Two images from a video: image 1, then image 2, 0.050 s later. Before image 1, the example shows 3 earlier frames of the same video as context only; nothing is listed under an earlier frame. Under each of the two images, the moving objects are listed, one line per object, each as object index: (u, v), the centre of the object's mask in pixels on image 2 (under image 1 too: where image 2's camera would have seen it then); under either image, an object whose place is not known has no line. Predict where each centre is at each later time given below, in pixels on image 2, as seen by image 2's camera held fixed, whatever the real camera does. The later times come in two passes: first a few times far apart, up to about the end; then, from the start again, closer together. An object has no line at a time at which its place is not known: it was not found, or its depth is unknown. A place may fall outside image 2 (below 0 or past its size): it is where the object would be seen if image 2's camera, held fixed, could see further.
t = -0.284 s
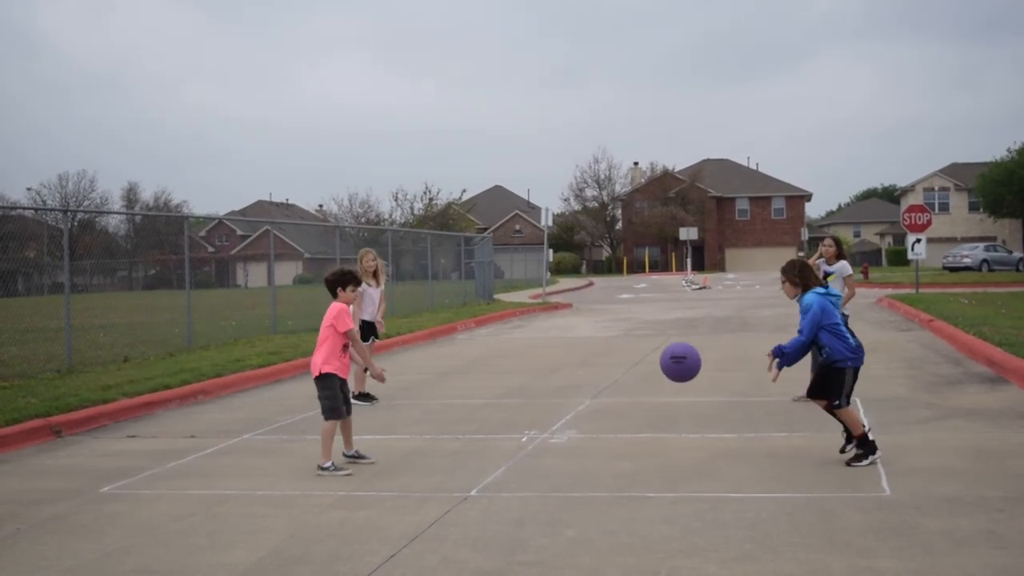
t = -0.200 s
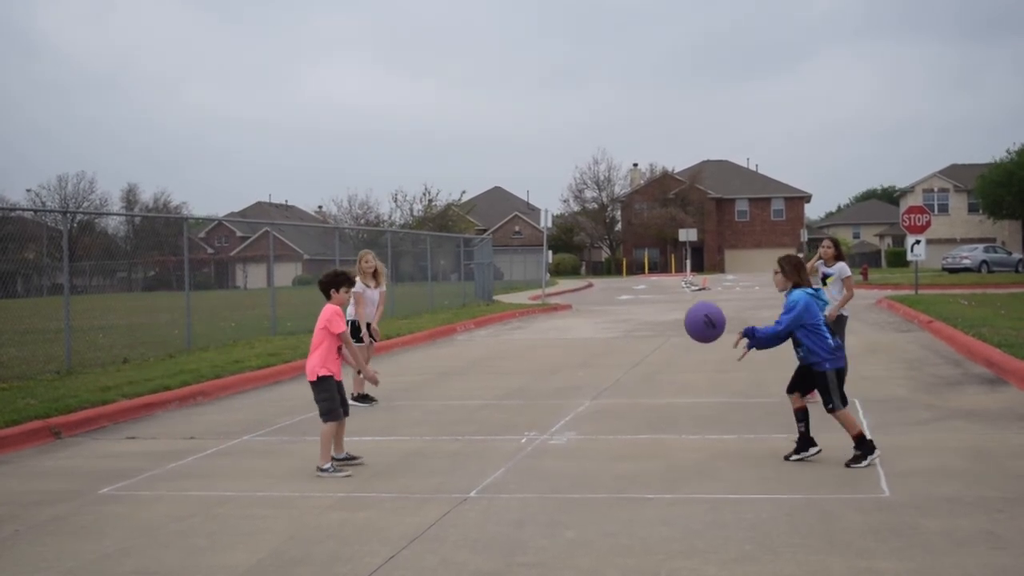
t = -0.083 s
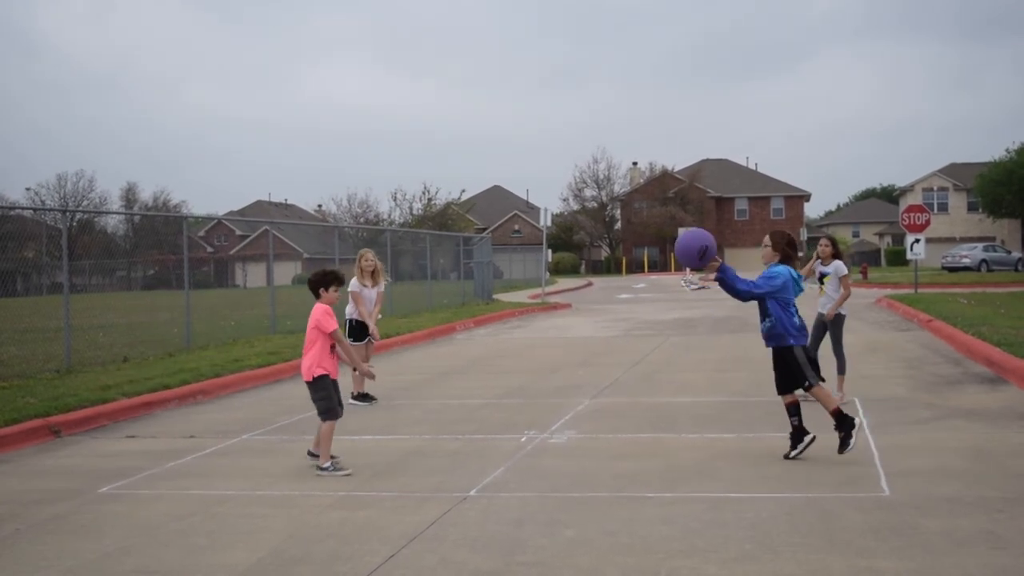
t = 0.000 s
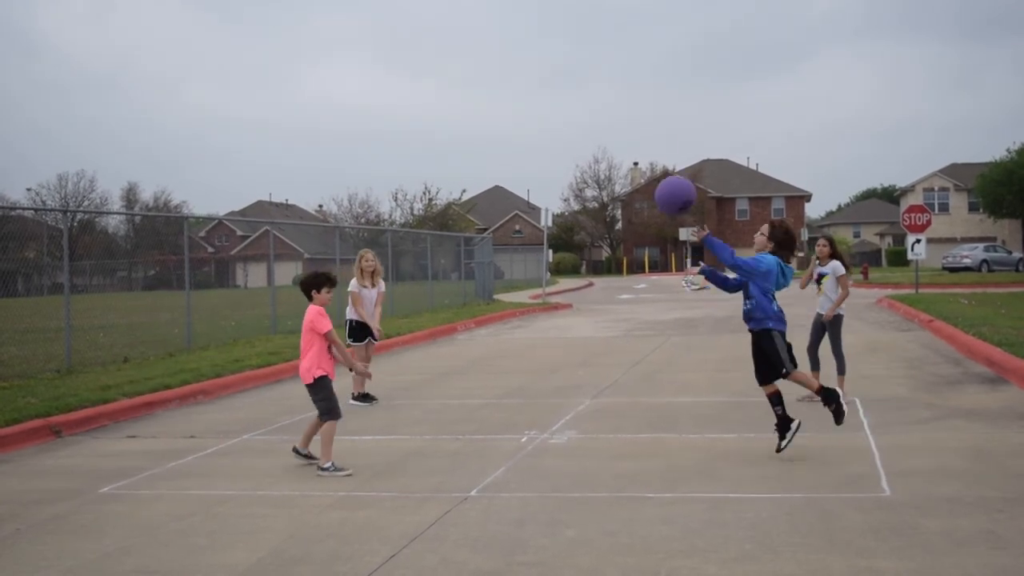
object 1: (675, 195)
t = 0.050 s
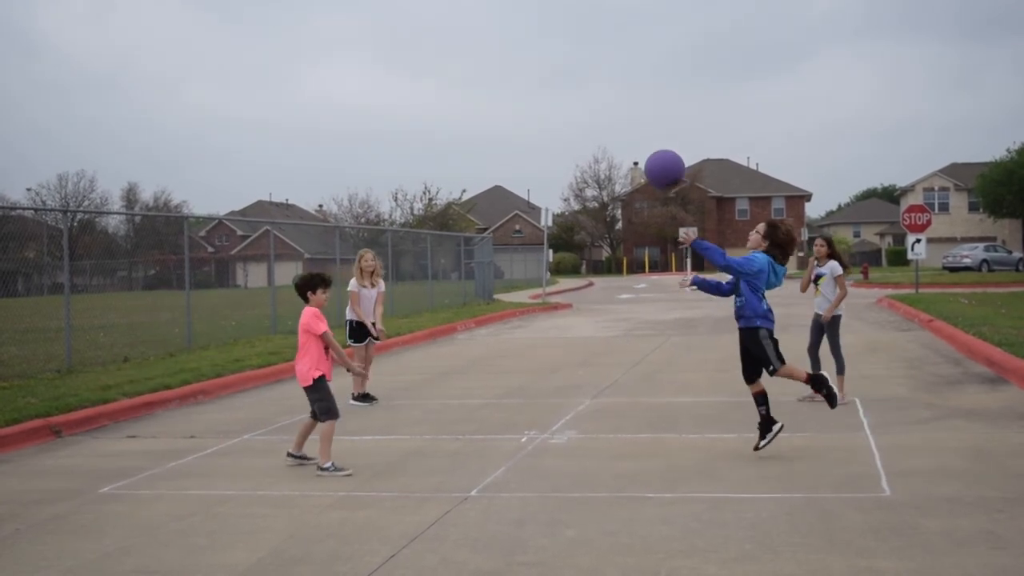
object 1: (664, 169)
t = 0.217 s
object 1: (632, 111)
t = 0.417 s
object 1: (601, 94)
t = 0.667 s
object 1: (561, 156)
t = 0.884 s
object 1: (524, 284)
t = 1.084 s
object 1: (491, 457)
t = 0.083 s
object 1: (658, 154)
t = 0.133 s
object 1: (647, 135)
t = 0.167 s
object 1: (641, 124)
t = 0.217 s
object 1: (632, 111)
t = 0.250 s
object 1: (627, 104)
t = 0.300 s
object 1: (619, 97)
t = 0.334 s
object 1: (614, 94)
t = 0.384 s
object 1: (606, 93)
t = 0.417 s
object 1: (601, 94)
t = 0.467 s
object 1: (593, 99)
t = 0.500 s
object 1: (588, 105)
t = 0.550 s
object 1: (580, 116)
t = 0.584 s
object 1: (575, 125)
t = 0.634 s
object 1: (566, 143)
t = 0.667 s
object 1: (561, 156)
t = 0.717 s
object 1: (553, 180)
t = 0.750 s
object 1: (547, 197)
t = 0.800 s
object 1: (538, 226)
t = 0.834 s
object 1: (533, 248)
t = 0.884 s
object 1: (524, 284)
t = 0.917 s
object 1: (518, 310)
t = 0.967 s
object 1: (509, 352)
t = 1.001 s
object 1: (504, 382)
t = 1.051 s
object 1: (495, 430)
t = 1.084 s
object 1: (491, 457)
